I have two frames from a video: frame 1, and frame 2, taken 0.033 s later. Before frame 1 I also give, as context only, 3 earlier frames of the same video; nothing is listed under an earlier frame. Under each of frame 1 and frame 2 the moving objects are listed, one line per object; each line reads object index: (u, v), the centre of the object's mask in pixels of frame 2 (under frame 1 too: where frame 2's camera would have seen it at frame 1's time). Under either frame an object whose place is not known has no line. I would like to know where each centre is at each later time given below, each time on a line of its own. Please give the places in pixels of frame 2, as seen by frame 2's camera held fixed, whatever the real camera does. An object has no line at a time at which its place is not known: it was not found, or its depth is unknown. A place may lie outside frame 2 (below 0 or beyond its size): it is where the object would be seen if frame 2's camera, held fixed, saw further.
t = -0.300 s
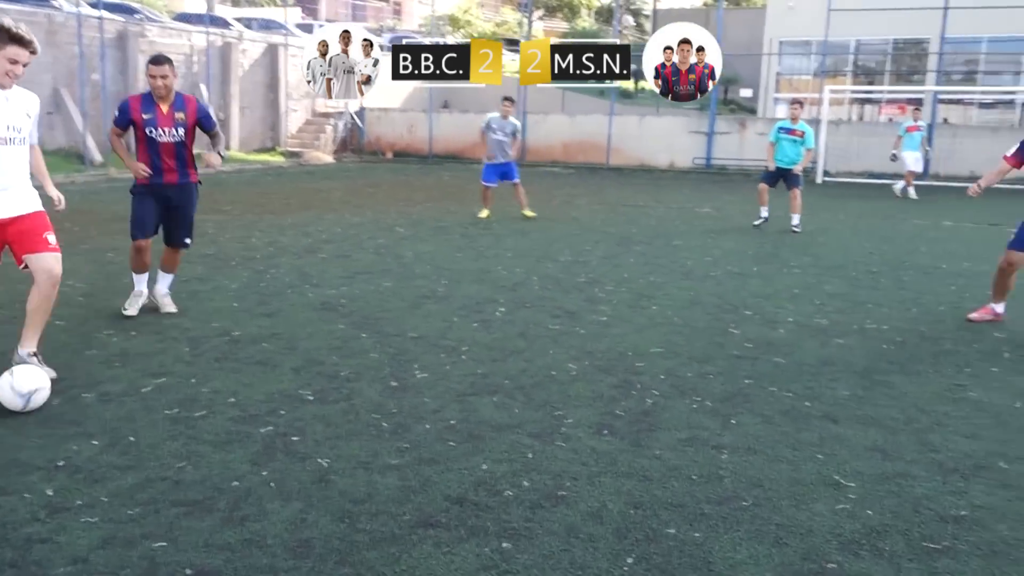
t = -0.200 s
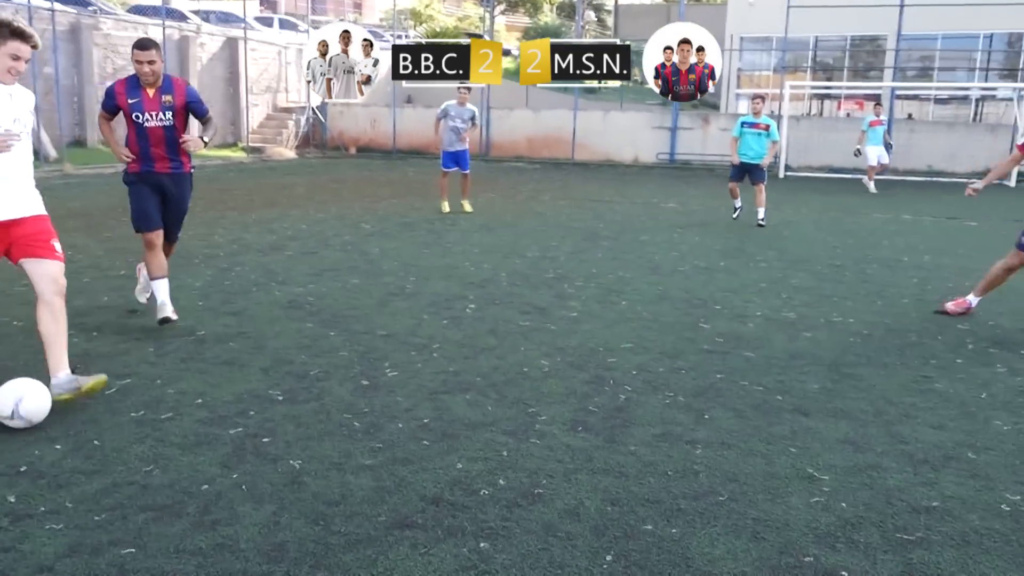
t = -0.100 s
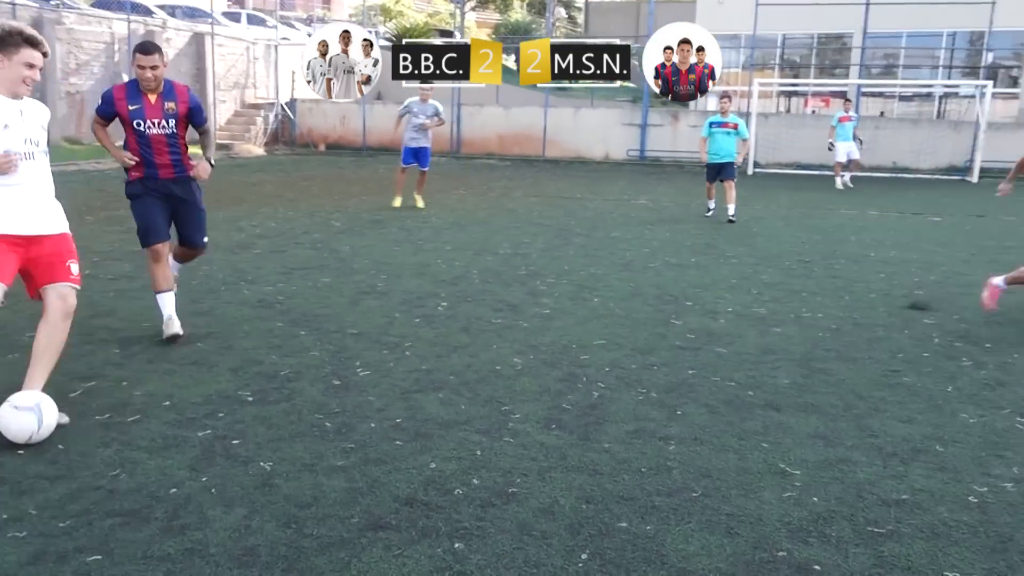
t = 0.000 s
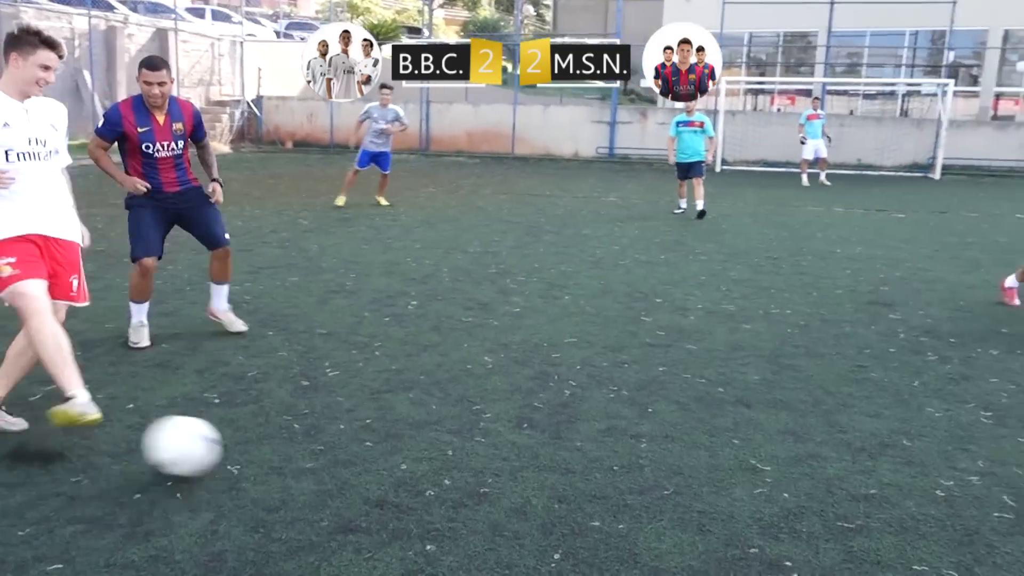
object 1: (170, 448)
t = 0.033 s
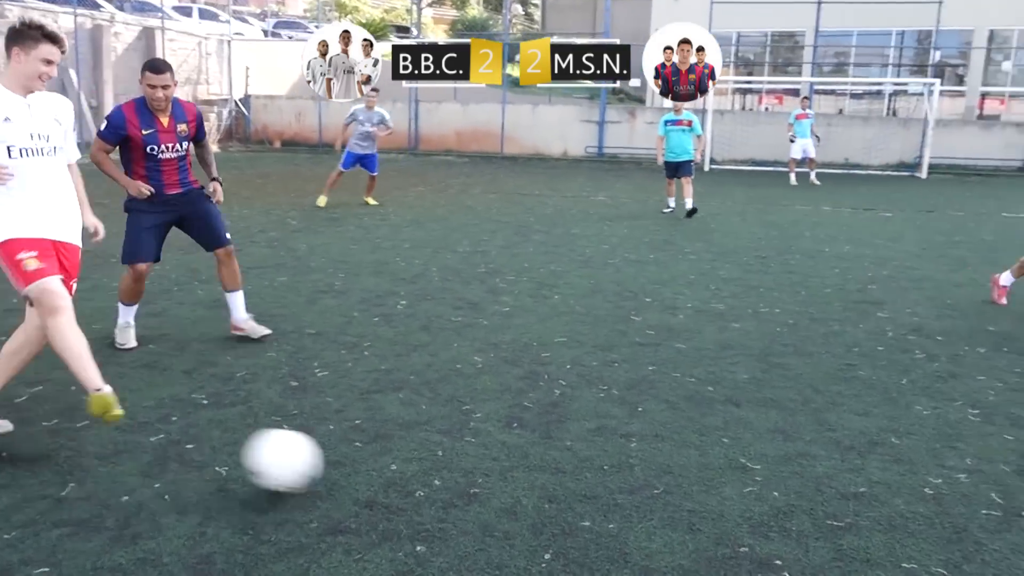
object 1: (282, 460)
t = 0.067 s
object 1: (401, 478)
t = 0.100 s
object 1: (523, 492)
